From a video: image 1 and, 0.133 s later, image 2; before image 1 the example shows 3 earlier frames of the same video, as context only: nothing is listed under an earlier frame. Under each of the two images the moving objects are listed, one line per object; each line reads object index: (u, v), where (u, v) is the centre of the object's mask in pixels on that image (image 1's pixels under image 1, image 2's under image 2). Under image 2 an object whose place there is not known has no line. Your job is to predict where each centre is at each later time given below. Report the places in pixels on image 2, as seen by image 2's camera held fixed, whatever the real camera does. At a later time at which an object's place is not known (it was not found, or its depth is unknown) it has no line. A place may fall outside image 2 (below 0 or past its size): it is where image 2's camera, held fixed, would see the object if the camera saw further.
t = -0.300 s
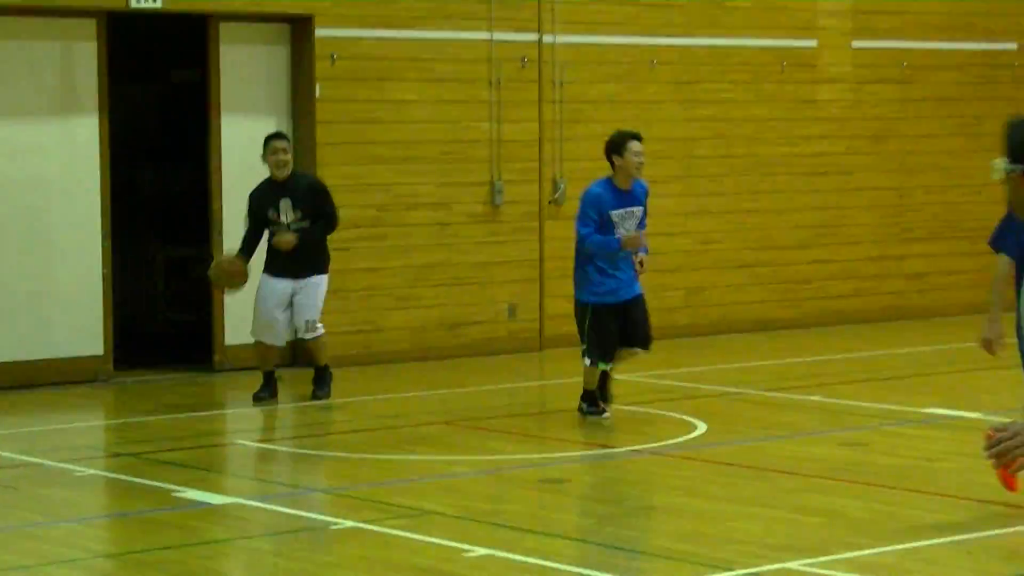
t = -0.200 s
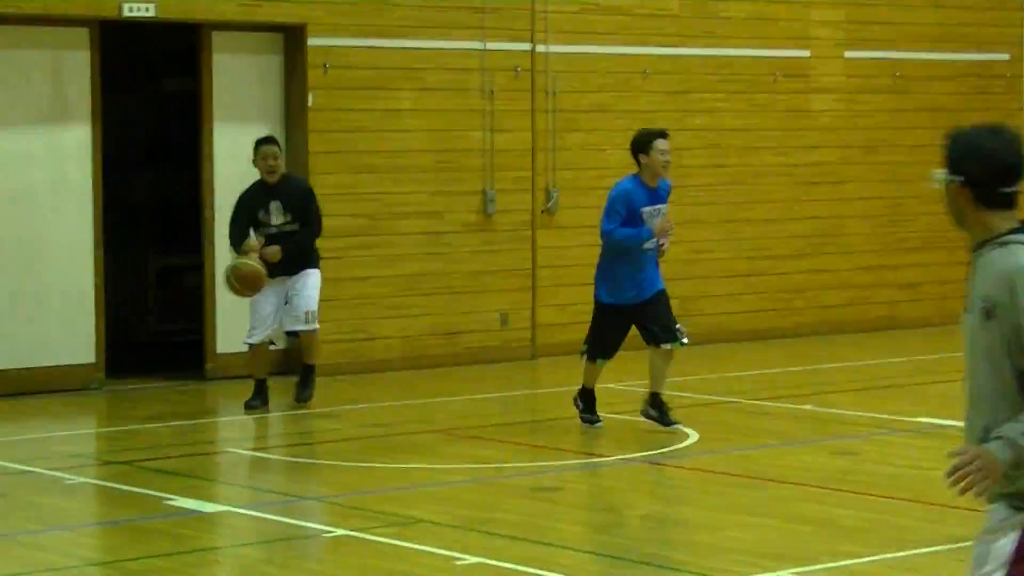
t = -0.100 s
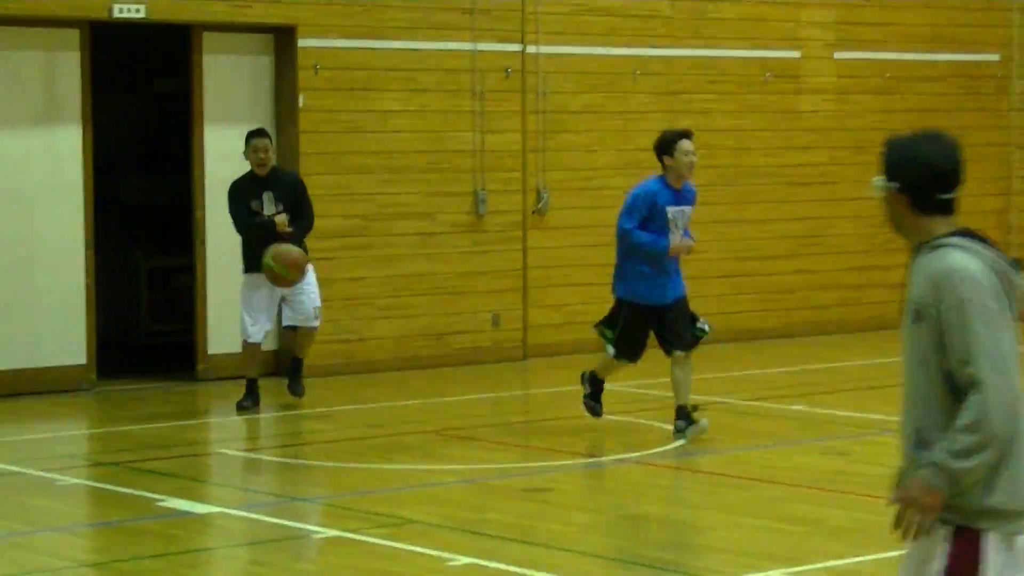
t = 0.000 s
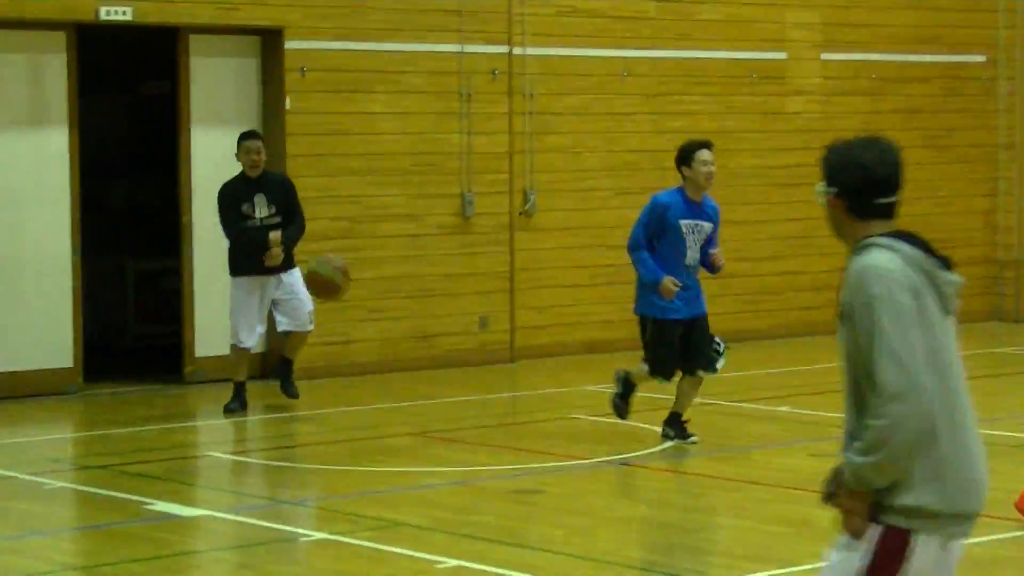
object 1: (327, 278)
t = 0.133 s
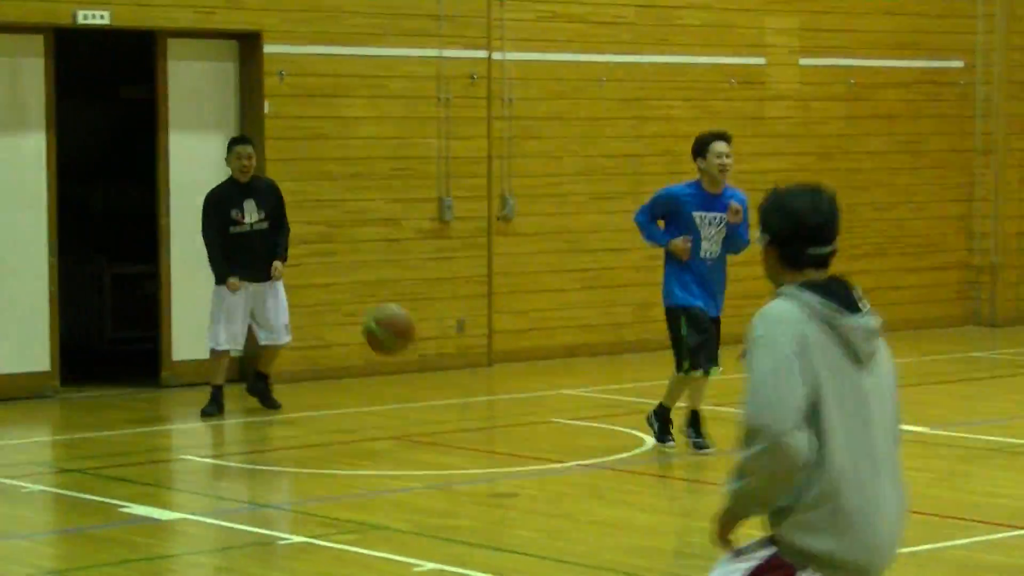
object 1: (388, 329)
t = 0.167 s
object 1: (412, 349)
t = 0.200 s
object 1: (437, 374)
